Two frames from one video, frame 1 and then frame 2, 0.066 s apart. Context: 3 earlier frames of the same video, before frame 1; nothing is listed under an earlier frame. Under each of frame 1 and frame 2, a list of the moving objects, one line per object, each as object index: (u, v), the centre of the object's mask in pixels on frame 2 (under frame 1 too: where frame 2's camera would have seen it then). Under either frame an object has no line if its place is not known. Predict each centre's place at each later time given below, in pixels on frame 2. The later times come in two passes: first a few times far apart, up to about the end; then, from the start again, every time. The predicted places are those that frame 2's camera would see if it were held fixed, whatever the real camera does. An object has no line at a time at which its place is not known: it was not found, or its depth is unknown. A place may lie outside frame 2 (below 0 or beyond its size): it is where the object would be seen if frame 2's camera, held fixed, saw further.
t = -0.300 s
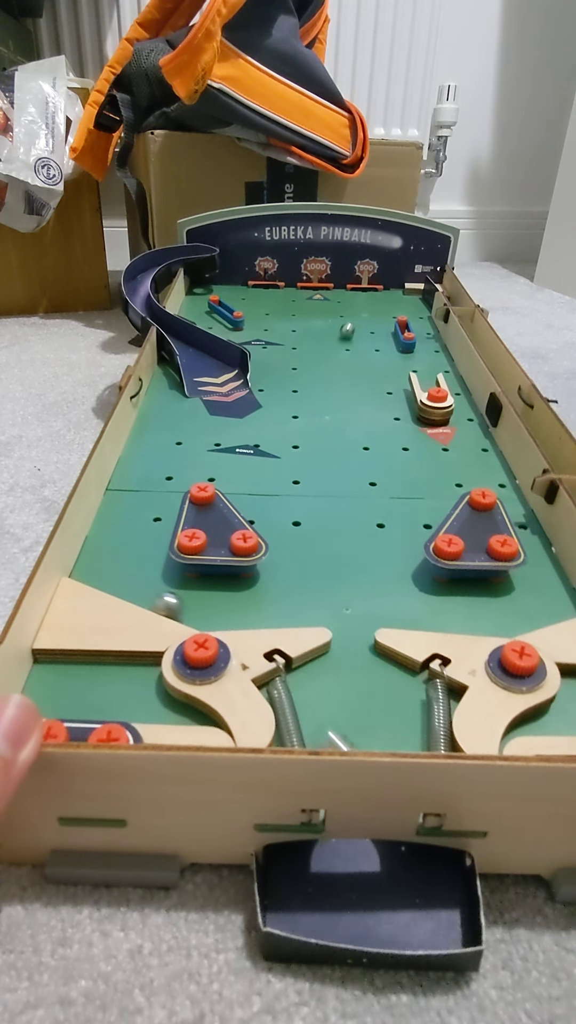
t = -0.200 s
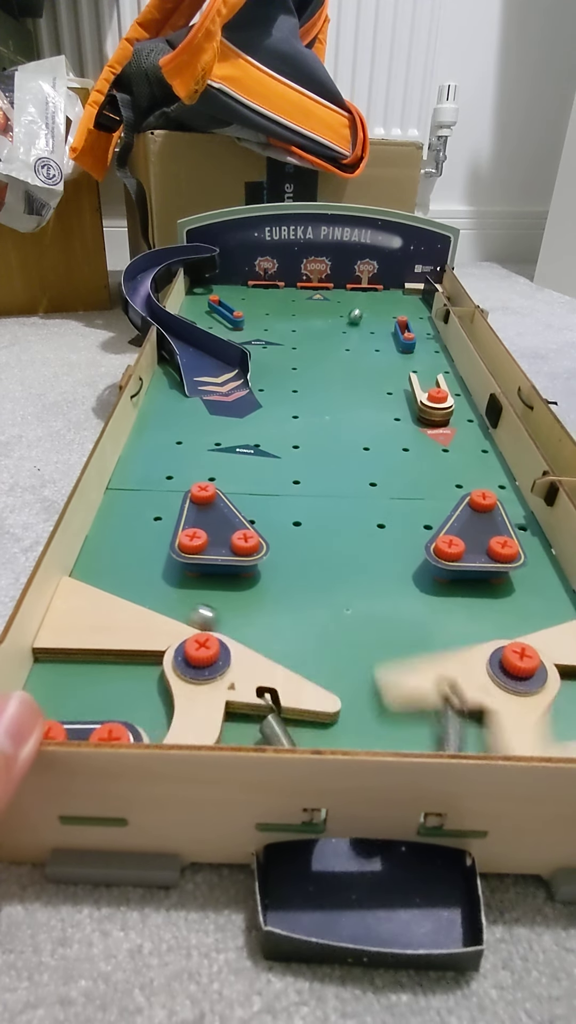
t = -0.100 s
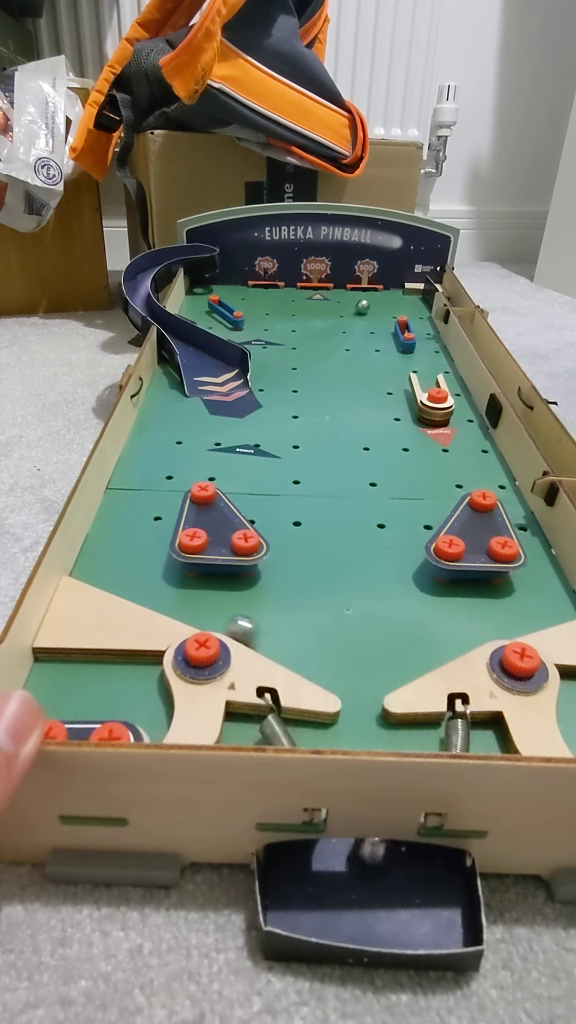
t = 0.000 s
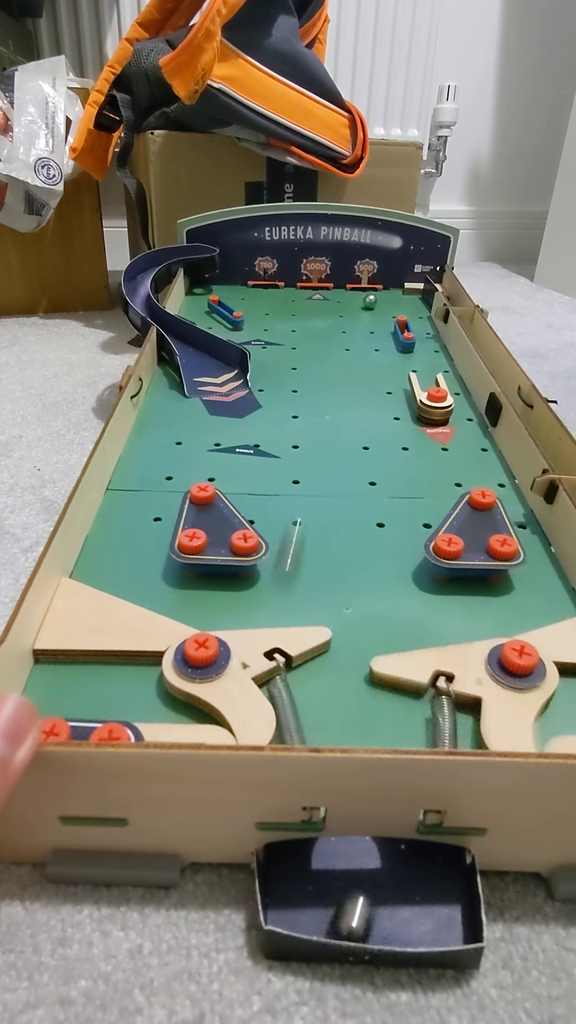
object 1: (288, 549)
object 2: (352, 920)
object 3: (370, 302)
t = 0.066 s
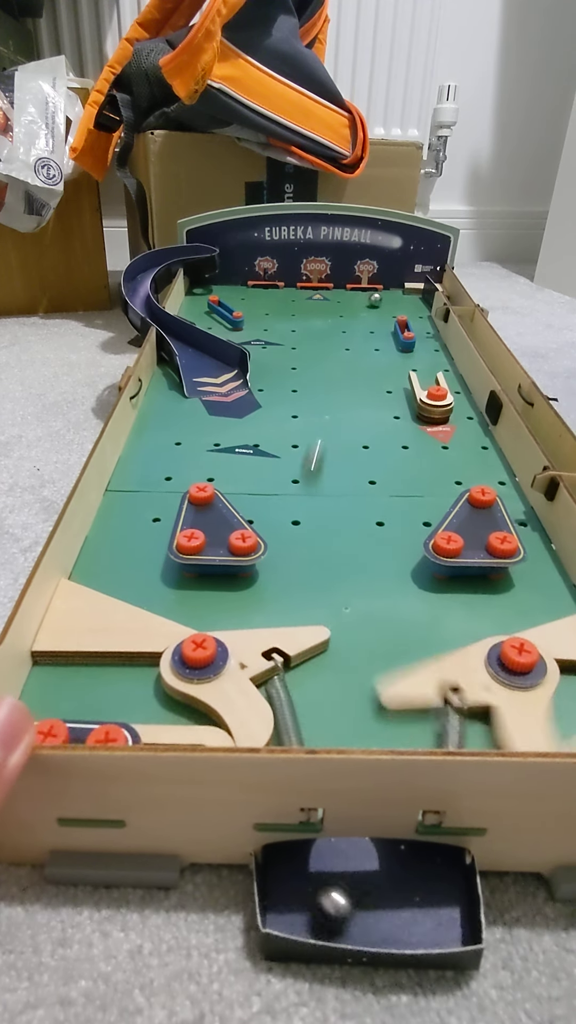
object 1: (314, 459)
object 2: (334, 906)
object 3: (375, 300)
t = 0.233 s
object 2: (295, 916)
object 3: (387, 304)
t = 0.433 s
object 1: (370, 300)
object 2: (316, 925)
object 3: (410, 318)
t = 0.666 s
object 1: (401, 296)
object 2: (304, 923)
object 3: (432, 334)
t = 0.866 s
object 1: (421, 310)
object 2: (288, 919)
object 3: (451, 363)
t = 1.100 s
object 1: (419, 333)
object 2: (288, 920)
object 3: (471, 431)
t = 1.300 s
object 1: (454, 382)
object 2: (288, 920)
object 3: (432, 488)
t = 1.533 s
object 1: (476, 482)
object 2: (288, 920)
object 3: (324, 473)
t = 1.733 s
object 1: (499, 465)
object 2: (288, 920)
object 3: (237, 499)
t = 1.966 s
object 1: (493, 465)
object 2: (288, 920)
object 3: (287, 506)
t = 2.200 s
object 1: (510, 513)
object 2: (288, 920)
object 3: (356, 563)
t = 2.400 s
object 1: (549, 577)
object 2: (288, 920)
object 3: (419, 655)
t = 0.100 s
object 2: (322, 901)
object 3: (377, 300)
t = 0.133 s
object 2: (307, 901)
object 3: (380, 300)
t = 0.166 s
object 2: (291, 901)
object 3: (382, 302)
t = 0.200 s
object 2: (286, 907)
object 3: (385, 303)
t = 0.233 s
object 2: (295, 916)
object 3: (387, 304)
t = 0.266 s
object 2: (300, 922)
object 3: (390, 306)
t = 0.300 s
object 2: (305, 922)
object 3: (393, 309)
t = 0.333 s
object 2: (309, 921)
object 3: (396, 310)
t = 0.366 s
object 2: (313, 924)
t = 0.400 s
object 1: (366, 307)
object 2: (314, 924)
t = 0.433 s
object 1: (370, 300)
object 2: (316, 925)
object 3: (410, 318)
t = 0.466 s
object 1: (374, 294)
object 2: (316, 925)
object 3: (420, 323)
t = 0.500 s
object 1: (377, 289)
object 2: (316, 925)
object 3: (430, 325)
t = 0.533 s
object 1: (381, 288)
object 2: (315, 925)
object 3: (429, 325)
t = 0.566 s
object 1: (386, 290)
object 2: (313, 925)
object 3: (428, 326)
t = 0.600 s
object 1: (391, 292)
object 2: (311, 924)
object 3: (429, 328)
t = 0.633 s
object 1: (396, 294)
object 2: (308, 924)
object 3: (431, 331)
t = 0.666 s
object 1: (401, 296)
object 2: (304, 923)
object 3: (432, 334)
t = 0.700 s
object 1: (407, 298)
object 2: (300, 922)
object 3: (435, 337)
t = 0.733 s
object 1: (413, 301)
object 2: (296, 922)
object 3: (438, 341)
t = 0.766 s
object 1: (418, 303)
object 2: (292, 920)
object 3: (441, 345)
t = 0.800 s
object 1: (424, 307)
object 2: (288, 919)
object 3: (444, 351)
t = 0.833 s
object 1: (423, 308)
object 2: (288, 919)
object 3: (448, 356)
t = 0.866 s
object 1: (421, 310)
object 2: (288, 919)
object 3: (451, 363)
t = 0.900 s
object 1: (420, 312)
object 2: (288, 920)
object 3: (454, 370)
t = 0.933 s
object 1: (419, 314)
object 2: (288, 919)
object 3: (458, 377)
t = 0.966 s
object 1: (419, 317)
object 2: (288, 919)
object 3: (463, 387)
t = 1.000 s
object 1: (418, 321)
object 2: (288, 919)
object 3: (467, 396)
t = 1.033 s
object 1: (418, 324)
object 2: (288, 920)
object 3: (472, 408)
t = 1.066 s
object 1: (419, 328)
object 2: (288, 920)
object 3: (472, 420)
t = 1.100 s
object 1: (419, 333)
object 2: (288, 920)
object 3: (471, 431)
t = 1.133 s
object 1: (424, 339)
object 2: (288, 920)
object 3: (470, 444)
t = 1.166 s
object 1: (428, 346)
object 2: (288, 920)
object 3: (469, 461)
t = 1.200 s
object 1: (434, 354)
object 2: (288, 920)
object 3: (468, 479)
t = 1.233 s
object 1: (440, 362)
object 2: (288, 920)
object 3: (466, 491)
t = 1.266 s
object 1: (448, 371)
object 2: (288, 920)
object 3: (449, 496)
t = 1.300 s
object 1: (454, 382)
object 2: (288, 920)
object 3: (432, 488)
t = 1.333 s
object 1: (461, 393)
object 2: (288, 920)
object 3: (416, 483)
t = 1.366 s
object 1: (470, 408)
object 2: (288, 920)
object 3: (400, 478)
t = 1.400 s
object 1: (473, 420)
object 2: (288, 920)
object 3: (384, 475)
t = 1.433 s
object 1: (473, 434)
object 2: (288, 920)
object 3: (368, 474)
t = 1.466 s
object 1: (474, 448)
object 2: (288, 920)
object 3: (353, 472)
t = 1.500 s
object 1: (475, 467)
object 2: (288, 920)
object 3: (338, 472)
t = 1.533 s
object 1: (476, 482)
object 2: (288, 920)
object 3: (324, 473)
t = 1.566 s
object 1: (481, 485)
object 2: (288, 920)
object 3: (309, 475)
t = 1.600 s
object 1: (485, 483)
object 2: (288, 920)
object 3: (294, 479)
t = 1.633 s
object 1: (487, 479)
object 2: (288, 920)
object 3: (279, 484)
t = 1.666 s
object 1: (491, 474)
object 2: (288, 920)
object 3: (264, 489)
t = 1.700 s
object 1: (494, 469)
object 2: (288, 920)
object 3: (248, 495)
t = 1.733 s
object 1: (499, 465)
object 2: (288, 920)
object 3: (237, 499)
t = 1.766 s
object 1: (501, 462)
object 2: (288, 920)
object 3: (236, 499)
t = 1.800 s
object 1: (499, 459)
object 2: (288, 920)
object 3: (243, 499)
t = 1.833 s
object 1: (497, 459)
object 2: (288, 920)
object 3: (251, 500)
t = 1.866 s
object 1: (495, 459)
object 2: (288, 920)
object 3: (260, 499)
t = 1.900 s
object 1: (494, 460)
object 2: (288, 920)
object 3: (269, 500)
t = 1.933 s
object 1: (493, 462)
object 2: (288, 920)
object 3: (278, 502)
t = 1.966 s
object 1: (493, 465)
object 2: (288, 920)
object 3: (287, 506)
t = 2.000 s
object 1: (492, 469)
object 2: (288, 920)
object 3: (295, 512)
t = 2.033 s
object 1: (492, 474)
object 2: (288, 920)
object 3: (305, 516)
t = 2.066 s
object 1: (493, 480)
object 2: (288, 920)
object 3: (314, 522)
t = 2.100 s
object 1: (495, 486)
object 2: (288, 920)
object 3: (324, 531)
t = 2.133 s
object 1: (497, 491)
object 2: (288, 920)
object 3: (335, 539)
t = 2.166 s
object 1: (502, 501)
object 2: (288, 920)
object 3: (346, 550)
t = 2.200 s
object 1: (510, 513)
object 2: (288, 920)
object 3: (356, 563)
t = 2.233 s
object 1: (519, 521)
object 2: (288, 920)
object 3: (368, 577)
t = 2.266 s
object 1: (529, 531)
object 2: (288, 920)
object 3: (381, 594)
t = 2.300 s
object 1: (541, 542)
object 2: (288, 920)
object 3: (395, 613)
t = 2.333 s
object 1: (543, 552)
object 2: (288, 920)
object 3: (409, 635)
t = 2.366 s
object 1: (546, 564)
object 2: (288, 920)
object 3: (425, 657)
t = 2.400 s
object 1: (549, 577)
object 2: (288, 920)
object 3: (419, 655)
